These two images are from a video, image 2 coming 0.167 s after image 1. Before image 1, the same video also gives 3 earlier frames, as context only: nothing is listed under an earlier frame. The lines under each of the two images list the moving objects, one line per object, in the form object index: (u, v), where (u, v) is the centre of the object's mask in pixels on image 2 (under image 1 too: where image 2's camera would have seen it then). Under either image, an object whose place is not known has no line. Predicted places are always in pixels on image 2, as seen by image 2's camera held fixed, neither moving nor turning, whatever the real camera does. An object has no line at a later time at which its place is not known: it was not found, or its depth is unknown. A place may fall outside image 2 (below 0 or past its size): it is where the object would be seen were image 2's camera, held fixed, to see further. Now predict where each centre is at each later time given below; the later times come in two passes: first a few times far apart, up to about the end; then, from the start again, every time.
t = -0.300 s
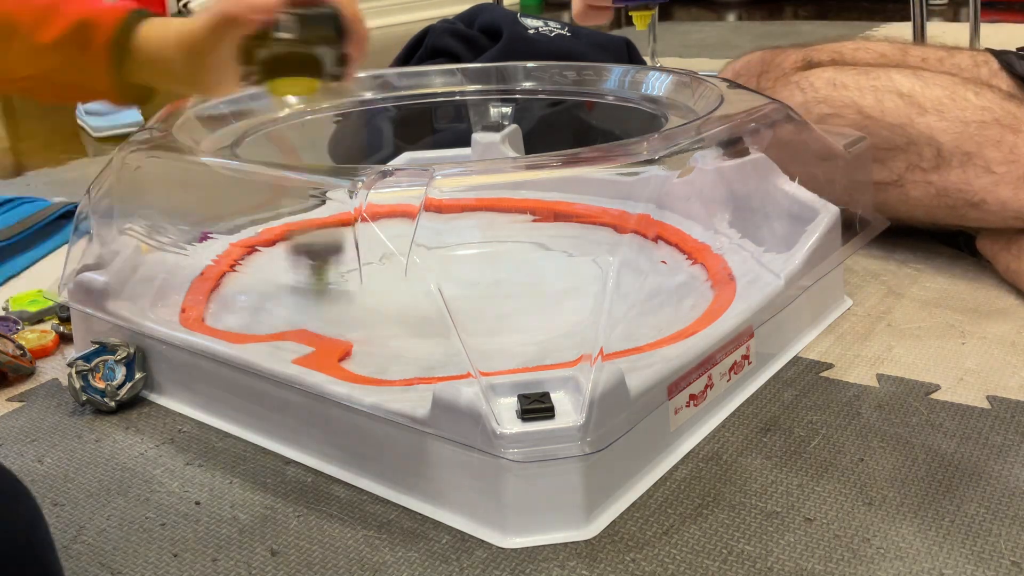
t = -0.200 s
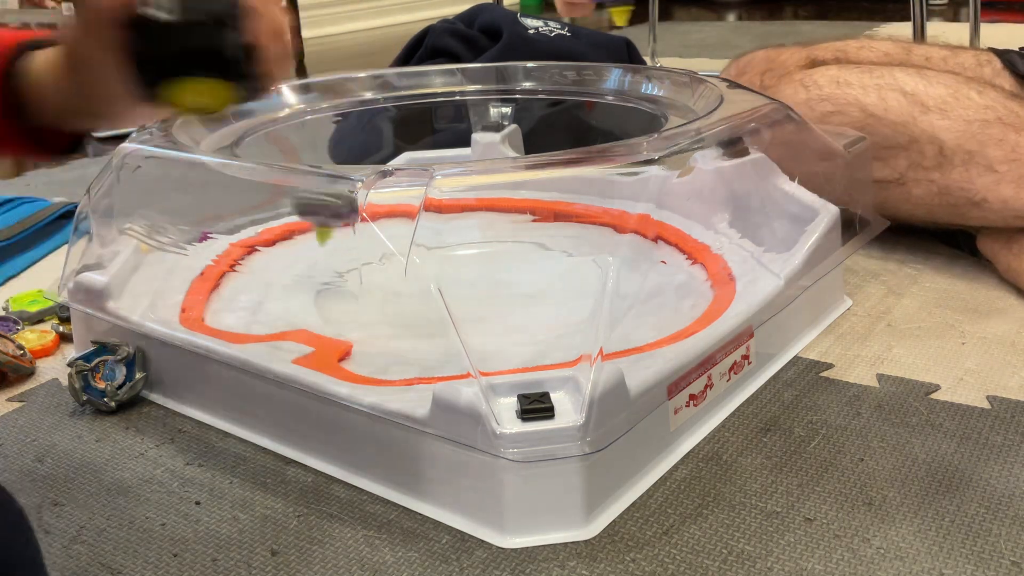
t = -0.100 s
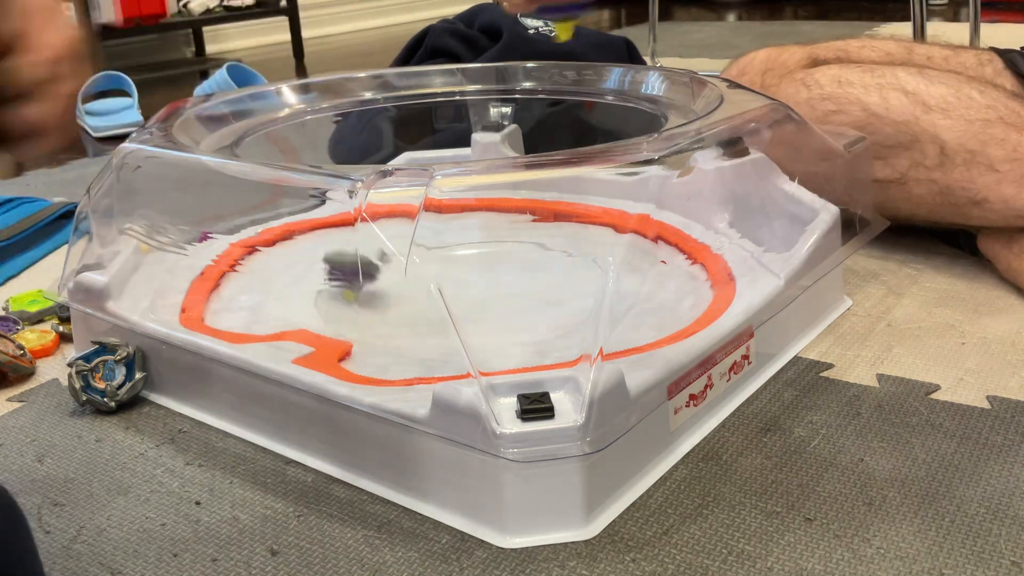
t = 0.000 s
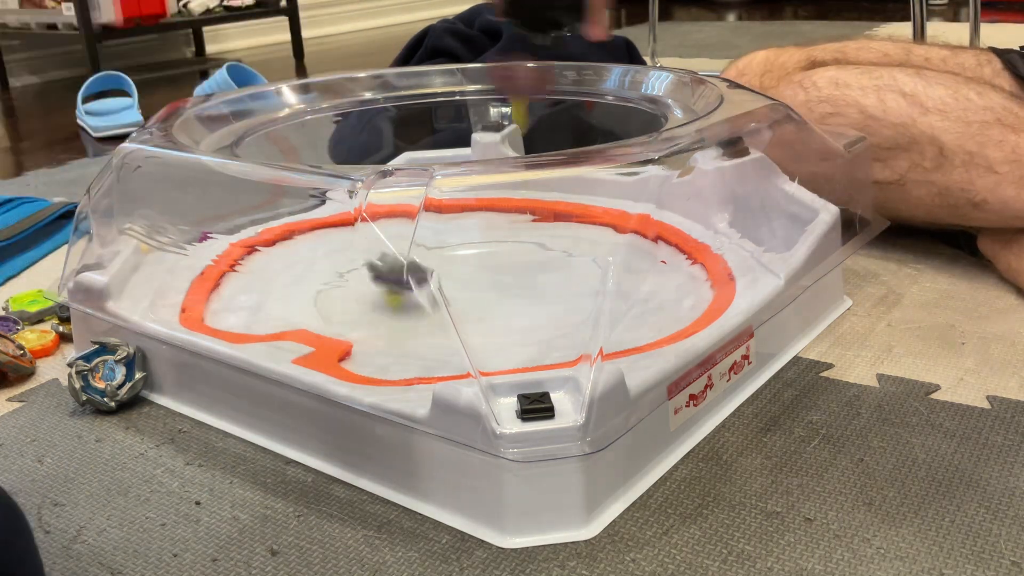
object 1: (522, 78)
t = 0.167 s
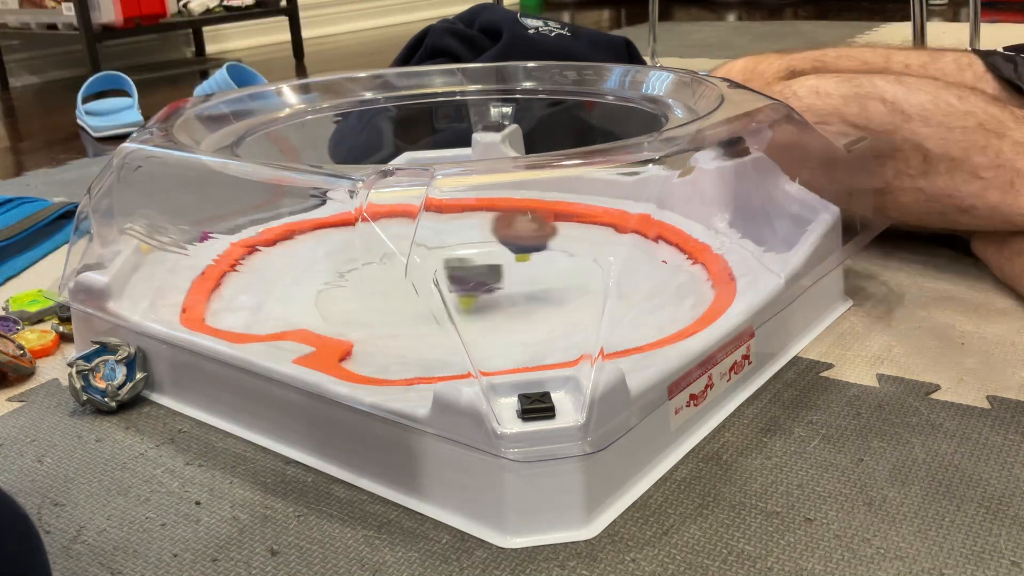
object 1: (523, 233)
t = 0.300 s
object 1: (544, 243)
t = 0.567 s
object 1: (448, 227)
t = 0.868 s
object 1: (589, 213)
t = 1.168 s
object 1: (716, 269)
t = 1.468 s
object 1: (452, 313)
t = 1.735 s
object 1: (376, 285)
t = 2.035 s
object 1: (486, 192)
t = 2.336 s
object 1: (476, 306)
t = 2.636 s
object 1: (568, 281)
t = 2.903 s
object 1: (591, 246)
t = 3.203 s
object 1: (440, 283)
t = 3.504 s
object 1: (392, 308)
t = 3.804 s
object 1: (555, 271)
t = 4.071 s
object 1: (389, 229)
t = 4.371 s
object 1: (266, 281)
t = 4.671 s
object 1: (489, 303)
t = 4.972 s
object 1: (501, 218)
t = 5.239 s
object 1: (373, 215)
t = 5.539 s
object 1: (366, 275)
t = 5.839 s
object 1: (607, 262)
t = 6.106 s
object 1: (499, 224)
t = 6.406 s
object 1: (389, 301)
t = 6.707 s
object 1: (592, 263)
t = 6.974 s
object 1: (430, 250)
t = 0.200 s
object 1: (517, 236)
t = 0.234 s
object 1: (530, 245)
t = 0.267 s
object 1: (541, 251)
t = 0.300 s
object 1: (544, 243)
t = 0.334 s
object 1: (546, 241)
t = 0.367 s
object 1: (542, 236)
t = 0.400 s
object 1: (535, 229)
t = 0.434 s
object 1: (526, 222)
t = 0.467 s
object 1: (513, 218)
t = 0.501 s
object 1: (495, 219)
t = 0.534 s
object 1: (473, 224)
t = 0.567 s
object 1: (448, 227)
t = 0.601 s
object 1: (428, 229)
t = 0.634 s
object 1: (396, 230)
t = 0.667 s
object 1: (429, 207)
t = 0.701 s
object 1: (473, 194)
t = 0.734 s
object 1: (500, 189)
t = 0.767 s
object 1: (523, 187)
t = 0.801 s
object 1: (545, 198)
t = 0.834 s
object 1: (569, 222)
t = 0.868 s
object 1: (589, 213)
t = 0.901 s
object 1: (610, 214)
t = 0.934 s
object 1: (636, 233)
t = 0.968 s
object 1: (656, 239)
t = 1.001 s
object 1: (672, 238)
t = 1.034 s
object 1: (691, 250)
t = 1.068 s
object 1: (703, 237)
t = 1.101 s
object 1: (712, 236)
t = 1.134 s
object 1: (721, 253)
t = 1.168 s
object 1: (716, 269)
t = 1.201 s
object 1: (688, 269)
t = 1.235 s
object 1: (655, 289)
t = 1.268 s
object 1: (628, 298)
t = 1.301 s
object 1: (598, 293)
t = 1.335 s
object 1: (563, 305)
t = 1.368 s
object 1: (536, 313)
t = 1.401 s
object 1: (507, 309)
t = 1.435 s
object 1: (481, 320)
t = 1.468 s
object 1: (452, 313)
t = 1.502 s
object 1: (428, 319)
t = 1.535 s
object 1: (408, 313)
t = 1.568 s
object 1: (390, 313)
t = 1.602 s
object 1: (380, 307)
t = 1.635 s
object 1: (373, 303)
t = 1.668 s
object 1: (371, 297)
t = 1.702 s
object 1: (372, 292)
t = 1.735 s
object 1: (376, 285)
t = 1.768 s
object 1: (381, 280)
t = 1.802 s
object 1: (392, 273)
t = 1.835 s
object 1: (407, 268)
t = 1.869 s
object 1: (418, 265)
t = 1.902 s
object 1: (430, 257)
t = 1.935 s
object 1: (445, 253)
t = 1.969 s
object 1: (468, 234)
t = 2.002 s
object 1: (478, 201)
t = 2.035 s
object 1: (486, 192)
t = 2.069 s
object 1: (478, 198)
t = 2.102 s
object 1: (472, 223)
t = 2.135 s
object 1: (464, 240)
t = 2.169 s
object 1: (461, 261)
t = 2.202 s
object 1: (459, 275)
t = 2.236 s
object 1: (462, 284)
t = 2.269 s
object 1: (456, 294)
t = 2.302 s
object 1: (464, 302)
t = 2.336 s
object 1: (476, 306)
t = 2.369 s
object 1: (483, 311)
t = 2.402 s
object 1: (494, 313)
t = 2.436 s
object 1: (507, 302)
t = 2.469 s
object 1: (520, 299)
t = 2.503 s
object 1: (534, 300)
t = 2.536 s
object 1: (543, 297)
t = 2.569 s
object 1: (553, 292)
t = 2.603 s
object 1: (561, 287)
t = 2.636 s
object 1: (568, 281)
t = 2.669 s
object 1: (573, 276)
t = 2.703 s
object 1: (577, 271)
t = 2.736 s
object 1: (582, 265)
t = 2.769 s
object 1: (587, 260)
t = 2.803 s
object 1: (591, 255)
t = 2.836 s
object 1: (595, 250)
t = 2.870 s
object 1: (595, 247)
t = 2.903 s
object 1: (591, 246)
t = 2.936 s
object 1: (583, 247)
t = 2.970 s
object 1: (569, 248)
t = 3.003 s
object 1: (553, 252)
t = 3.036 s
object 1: (534, 257)
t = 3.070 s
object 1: (516, 265)
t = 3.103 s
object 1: (499, 267)
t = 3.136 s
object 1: (475, 274)
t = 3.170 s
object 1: (461, 281)
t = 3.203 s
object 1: (440, 283)
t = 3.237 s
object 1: (424, 284)
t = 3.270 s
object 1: (412, 285)
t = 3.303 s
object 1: (399, 286)
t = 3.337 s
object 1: (390, 291)
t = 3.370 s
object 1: (382, 293)
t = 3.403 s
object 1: (381, 296)
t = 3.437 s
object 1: (380, 300)
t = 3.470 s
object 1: (383, 304)
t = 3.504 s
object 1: (392, 308)
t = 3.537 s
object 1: (410, 311)
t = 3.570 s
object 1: (433, 312)
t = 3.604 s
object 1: (464, 310)
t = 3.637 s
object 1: (491, 310)
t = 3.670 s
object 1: (516, 305)
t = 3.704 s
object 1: (538, 297)
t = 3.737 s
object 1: (552, 290)
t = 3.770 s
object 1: (557, 277)
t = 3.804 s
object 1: (555, 271)
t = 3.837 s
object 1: (546, 261)
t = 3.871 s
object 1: (531, 250)
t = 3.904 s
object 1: (513, 246)
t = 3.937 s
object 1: (489, 239)
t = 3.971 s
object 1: (462, 231)
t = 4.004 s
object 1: (439, 229)
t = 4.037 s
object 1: (401, 225)
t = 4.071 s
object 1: (389, 229)
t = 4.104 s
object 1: (363, 242)
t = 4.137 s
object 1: (344, 245)
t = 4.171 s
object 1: (323, 253)
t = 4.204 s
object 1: (306, 260)
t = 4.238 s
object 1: (292, 264)
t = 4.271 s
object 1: (280, 267)
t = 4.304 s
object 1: (273, 271)
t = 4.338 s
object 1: (268, 275)
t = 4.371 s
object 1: (266, 281)
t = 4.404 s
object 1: (266, 287)
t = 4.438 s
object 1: (275, 292)
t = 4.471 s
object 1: (291, 296)
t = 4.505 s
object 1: (314, 300)
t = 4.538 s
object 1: (343, 304)
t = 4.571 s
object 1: (377, 307)
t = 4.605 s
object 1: (411, 308)
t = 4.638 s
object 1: (455, 308)
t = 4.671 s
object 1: (489, 303)
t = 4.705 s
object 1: (521, 292)
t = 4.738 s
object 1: (545, 281)
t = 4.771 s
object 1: (562, 271)
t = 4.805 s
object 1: (569, 258)
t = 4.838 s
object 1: (569, 244)
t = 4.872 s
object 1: (565, 235)
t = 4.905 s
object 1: (552, 220)
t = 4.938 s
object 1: (525, 216)
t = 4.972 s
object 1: (501, 218)
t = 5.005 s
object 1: (476, 215)
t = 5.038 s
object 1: (450, 213)
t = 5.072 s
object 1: (440, 210)
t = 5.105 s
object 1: (419, 208)
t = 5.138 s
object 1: (400, 210)
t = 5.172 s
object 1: (394, 211)
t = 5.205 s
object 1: (387, 211)
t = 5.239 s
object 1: (373, 215)
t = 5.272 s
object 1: (360, 217)
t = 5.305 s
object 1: (354, 221)
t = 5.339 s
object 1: (349, 226)
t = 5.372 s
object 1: (345, 231)
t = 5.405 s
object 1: (345, 240)
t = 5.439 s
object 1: (347, 244)
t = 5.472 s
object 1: (352, 253)
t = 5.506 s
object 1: (356, 266)
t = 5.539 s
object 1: (366, 275)
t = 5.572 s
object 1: (379, 285)
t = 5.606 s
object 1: (406, 294)
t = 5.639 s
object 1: (430, 299)
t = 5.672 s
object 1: (471, 298)
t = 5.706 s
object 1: (497, 299)
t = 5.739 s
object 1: (532, 292)
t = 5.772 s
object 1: (562, 283)
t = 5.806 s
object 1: (583, 274)
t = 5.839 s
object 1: (607, 262)
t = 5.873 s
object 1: (595, 253)
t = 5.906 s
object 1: (589, 248)
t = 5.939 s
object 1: (581, 239)
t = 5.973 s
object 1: (571, 233)
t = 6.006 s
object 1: (558, 226)
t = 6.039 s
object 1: (541, 222)
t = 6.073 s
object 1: (521, 221)
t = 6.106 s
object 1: (499, 224)
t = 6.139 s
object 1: (475, 228)
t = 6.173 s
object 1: (448, 234)
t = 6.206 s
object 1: (433, 243)
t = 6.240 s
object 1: (415, 251)
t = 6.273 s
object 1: (396, 264)
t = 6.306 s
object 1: (381, 274)
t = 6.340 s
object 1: (379, 283)
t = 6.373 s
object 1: (382, 293)
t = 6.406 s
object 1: (389, 301)
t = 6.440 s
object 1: (409, 307)
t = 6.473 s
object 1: (430, 311)
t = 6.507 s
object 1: (463, 312)
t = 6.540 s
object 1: (494, 309)
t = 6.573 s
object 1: (527, 304)
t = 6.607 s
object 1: (571, 286)
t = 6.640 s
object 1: (582, 276)
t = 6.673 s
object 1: (590, 269)
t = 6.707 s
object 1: (592, 263)
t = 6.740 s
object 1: (587, 255)
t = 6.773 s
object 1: (574, 250)
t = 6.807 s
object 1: (555, 245)
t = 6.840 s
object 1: (533, 245)
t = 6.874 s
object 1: (509, 245)
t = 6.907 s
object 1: (481, 246)
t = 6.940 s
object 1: (450, 246)
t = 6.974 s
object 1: (430, 250)
